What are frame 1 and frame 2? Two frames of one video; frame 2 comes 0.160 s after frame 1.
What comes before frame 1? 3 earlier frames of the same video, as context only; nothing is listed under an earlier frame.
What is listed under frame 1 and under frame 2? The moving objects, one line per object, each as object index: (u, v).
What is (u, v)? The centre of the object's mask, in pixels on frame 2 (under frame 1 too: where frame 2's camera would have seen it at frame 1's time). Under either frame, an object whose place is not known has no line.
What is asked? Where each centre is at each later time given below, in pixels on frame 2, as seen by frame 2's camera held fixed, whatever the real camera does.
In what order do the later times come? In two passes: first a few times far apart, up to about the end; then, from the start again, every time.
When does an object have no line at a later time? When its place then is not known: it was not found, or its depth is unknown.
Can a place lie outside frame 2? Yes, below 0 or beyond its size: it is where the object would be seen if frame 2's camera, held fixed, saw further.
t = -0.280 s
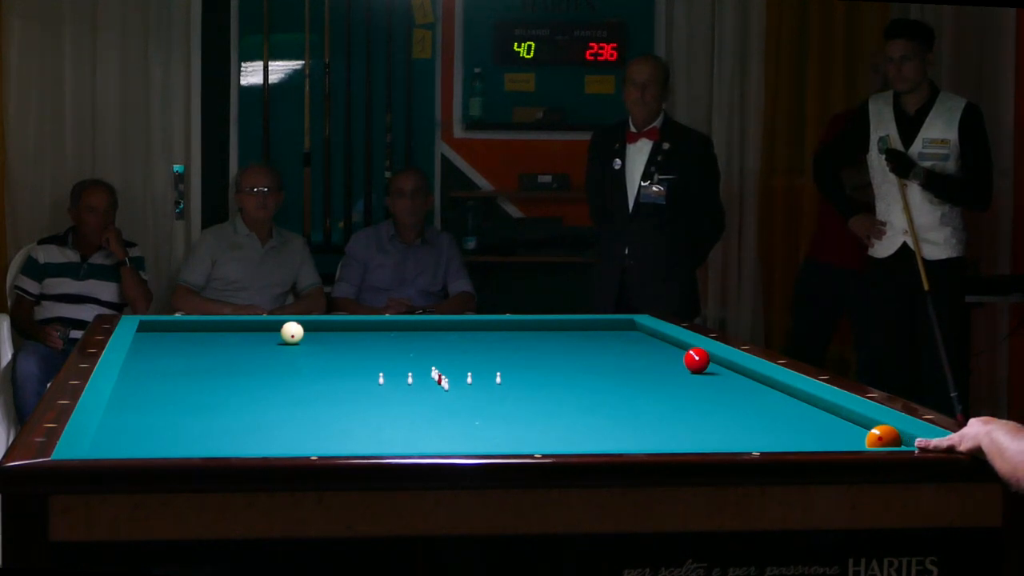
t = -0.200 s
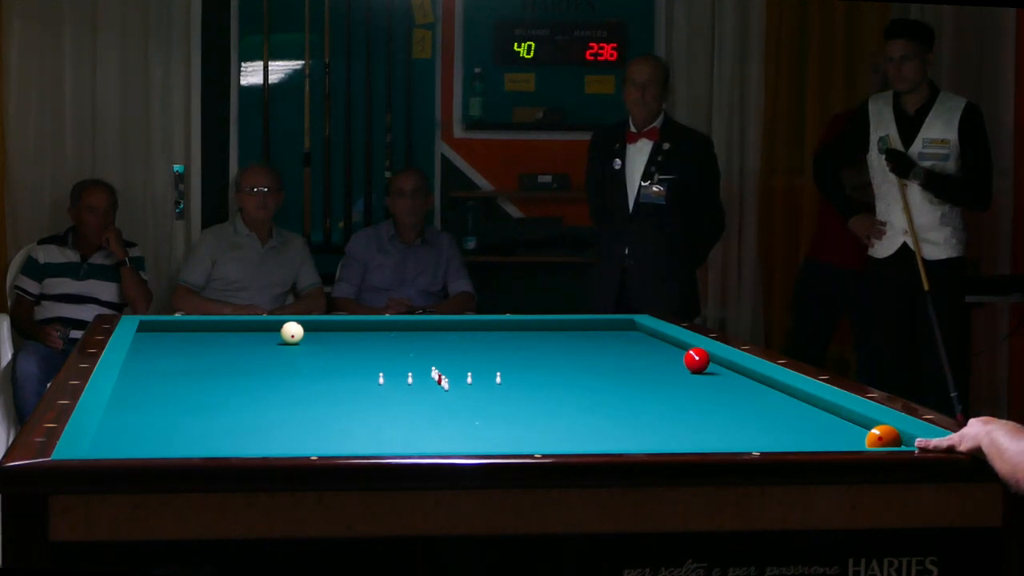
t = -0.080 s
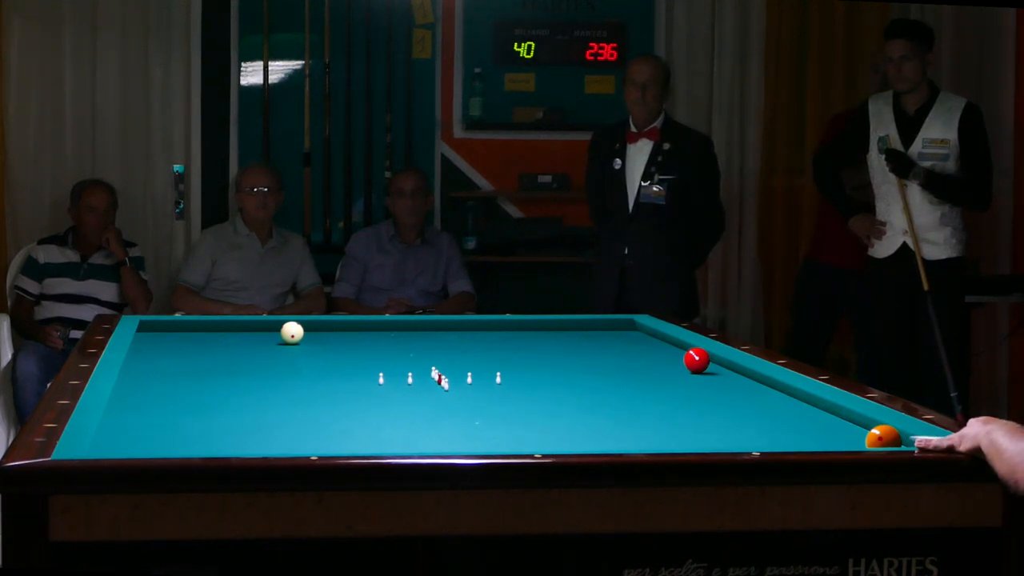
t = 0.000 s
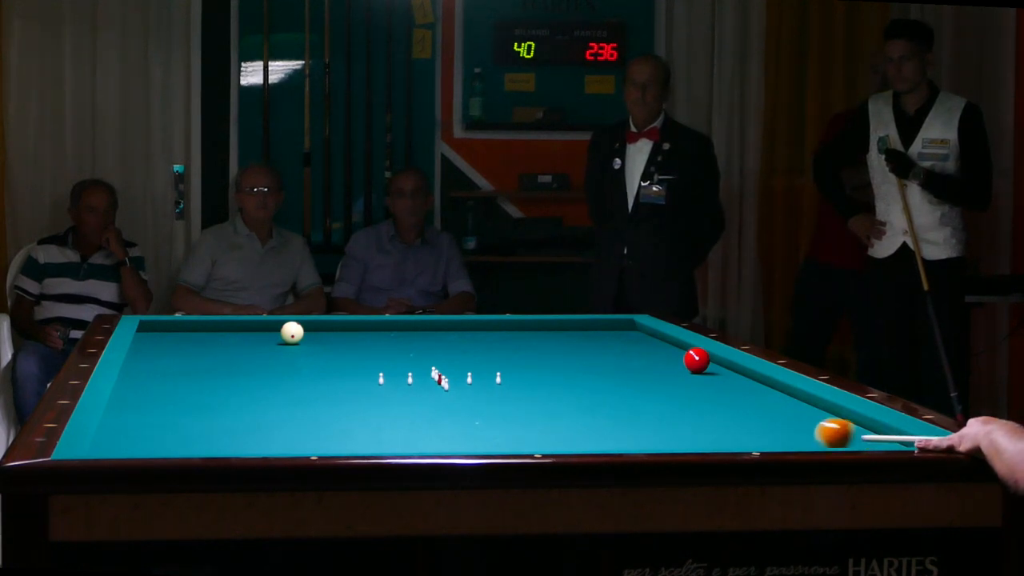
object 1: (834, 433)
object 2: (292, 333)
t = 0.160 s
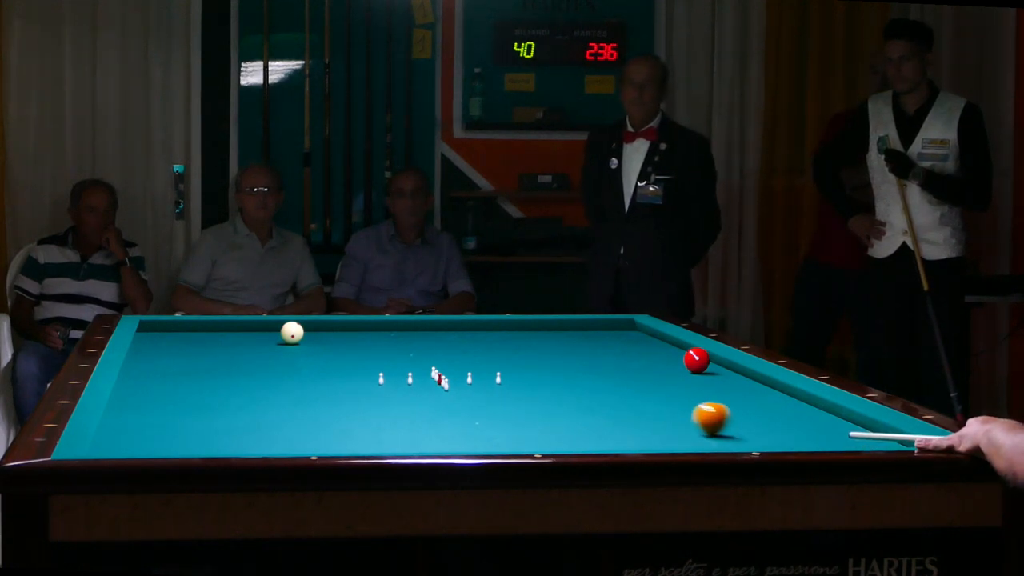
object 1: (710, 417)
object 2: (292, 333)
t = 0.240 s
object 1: (655, 410)
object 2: (292, 333)
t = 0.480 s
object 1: (507, 390)
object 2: (292, 333)
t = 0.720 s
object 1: (378, 373)
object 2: (292, 333)
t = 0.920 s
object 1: (285, 360)
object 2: (292, 333)
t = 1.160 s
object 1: (185, 347)
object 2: (292, 333)
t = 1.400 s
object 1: (180, 336)
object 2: (292, 333)
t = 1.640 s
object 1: (225, 327)
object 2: (292, 333)
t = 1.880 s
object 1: (256, 323)
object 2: (292, 333)
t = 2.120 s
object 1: (272, 328)
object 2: (292, 333)
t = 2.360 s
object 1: (282, 330)
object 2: (299, 334)
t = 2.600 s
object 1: (286, 332)
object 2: (312, 337)
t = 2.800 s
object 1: (287, 333)
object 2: (323, 339)
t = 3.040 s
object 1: (288, 334)
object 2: (337, 342)
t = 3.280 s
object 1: (289, 334)
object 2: (350, 344)
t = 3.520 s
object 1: (289, 335)
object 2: (364, 346)
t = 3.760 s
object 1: (290, 336)
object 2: (377, 349)
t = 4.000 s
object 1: (291, 336)
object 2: (390, 352)
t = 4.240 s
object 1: (292, 337)
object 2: (403, 354)
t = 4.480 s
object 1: (292, 337)
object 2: (416, 357)
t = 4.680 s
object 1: (291, 337)
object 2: (426, 358)
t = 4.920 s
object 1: (290, 337)
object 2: (439, 360)
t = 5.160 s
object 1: (289, 337)
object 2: (451, 363)
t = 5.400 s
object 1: (289, 337)
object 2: (462, 365)
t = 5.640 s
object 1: (289, 337)
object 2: (475, 367)
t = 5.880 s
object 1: (289, 338)
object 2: (485, 370)
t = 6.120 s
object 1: (289, 337)
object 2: (497, 372)
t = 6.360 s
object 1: (289, 337)
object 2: (508, 374)
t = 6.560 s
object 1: (289, 337)
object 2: (517, 375)
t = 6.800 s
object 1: (289, 337)
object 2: (527, 377)
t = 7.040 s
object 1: (289, 337)
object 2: (537, 379)
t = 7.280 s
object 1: (289, 337)
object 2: (547, 381)
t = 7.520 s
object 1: (289, 337)
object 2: (556, 382)
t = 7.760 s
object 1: (289, 337)
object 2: (564, 384)
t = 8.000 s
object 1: (289, 337)
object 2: (572, 385)
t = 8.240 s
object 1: (289, 337)
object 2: (578, 386)
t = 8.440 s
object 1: (289, 337)
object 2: (584, 387)
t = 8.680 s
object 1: (289, 337)
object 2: (589, 388)
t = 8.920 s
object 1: (289, 337)
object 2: (594, 390)
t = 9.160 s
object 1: (289, 337)
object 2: (598, 390)
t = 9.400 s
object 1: (289, 337)
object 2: (602, 391)
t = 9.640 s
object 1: (289, 337)
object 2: (605, 392)
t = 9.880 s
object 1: (289, 337)
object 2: (607, 392)
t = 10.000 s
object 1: (289, 337)
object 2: (607, 392)
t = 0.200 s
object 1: (682, 413)
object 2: (292, 333)
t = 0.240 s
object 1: (655, 410)
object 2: (292, 333)
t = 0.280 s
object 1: (629, 406)
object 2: (292, 333)
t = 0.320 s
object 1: (603, 403)
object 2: (292, 333)
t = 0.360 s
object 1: (578, 399)
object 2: (292, 333)
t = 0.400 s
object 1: (553, 396)
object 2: (292, 333)
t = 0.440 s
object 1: (530, 393)
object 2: (292, 333)
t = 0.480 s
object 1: (507, 390)
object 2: (292, 333)
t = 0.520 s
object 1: (484, 387)
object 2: (292, 333)
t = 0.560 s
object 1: (462, 384)
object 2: (292, 333)
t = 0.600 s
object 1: (440, 381)
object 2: (292, 333)
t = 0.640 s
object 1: (418, 378)
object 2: (292, 333)
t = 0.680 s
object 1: (399, 375)
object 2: (292, 333)
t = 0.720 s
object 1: (378, 373)
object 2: (292, 333)
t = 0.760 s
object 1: (359, 370)
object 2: (292, 333)
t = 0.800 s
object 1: (339, 367)
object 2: (292, 333)
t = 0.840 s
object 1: (321, 365)
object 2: (292, 333)
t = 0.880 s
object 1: (303, 362)
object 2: (292, 333)
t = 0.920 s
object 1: (285, 360)
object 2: (292, 333)
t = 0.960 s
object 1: (267, 358)
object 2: (292, 333)
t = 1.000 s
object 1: (250, 356)
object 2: (292, 333)
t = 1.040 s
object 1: (233, 353)
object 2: (292, 333)
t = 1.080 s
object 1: (217, 351)
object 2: (292, 333)
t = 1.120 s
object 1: (201, 349)
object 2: (292, 333)
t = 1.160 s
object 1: (185, 347)
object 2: (292, 333)
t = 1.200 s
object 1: (170, 345)
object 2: (292, 333)
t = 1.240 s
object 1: (155, 343)
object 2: (292, 333)
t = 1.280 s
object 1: (145, 341)
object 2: (292, 333)
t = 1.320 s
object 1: (158, 339)
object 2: (292, 333)
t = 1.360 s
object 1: (170, 338)
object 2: (292, 333)
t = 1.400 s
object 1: (180, 336)
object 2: (292, 333)
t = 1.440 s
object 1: (190, 335)
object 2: (292, 333)
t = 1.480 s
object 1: (198, 333)
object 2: (292, 333)
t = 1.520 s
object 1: (205, 332)
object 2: (292, 333)
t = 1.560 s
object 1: (212, 330)
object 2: (292, 333)
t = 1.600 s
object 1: (218, 329)
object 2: (292, 333)
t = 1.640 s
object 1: (225, 327)
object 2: (292, 333)
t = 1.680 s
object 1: (231, 326)
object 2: (292, 333)
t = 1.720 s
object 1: (237, 325)
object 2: (292, 333)
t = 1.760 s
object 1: (243, 324)
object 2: (292, 333)
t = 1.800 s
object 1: (249, 322)
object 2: (292, 333)
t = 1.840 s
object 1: (253, 322)
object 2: (292, 333)
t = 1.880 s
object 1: (256, 323)
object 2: (292, 333)
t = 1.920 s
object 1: (259, 324)
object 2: (292, 333)
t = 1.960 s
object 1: (261, 325)
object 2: (292, 333)
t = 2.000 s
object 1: (264, 326)
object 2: (292, 333)
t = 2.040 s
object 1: (267, 326)
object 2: (292, 333)
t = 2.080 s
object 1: (270, 327)
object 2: (292, 333)
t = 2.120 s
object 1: (272, 328)
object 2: (292, 333)
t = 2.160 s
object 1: (274, 328)
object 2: (292, 333)
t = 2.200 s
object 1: (276, 328)
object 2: (292, 333)
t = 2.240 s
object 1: (277, 329)
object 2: (292, 333)
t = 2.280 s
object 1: (279, 329)
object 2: (293, 333)
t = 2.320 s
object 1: (280, 330)
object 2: (296, 334)
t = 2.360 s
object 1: (282, 330)
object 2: (299, 334)
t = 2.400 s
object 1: (283, 331)
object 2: (301, 334)
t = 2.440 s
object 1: (284, 331)
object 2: (304, 335)
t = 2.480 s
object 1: (284, 331)
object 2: (306, 335)
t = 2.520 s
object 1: (285, 332)
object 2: (308, 336)
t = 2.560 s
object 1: (285, 332)
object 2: (310, 336)
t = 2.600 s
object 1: (286, 332)
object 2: (312, 337)
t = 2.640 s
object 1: (286, 332)
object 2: (314, 337)
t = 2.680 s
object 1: (286, 332)
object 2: (317, 338)
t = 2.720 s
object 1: (286, 332)
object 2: (319, 338)
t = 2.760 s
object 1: (287, 332)
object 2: (321, 338)
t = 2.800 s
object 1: (287, 333)
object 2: (323, 339)
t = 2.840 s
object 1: (287, 333)
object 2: (326, 339)
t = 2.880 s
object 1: (287, 333)
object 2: (328, 340)
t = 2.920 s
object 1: (288, 333)
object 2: (330, 340)
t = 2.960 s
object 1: (288, 333)
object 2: (332, 341)
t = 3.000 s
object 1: (288, 334)
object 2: (335, 341)
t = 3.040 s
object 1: (288, 334)
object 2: (337, 342)
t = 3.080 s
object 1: (288, 334)
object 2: (339, 342)
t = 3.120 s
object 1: (288, 334)
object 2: (341, 342)
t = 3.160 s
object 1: (289, 334)
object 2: (344, 343)
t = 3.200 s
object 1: (289, 334)
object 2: (346, 343)
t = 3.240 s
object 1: (289, 334)
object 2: (348, 344)
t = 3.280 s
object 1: (289, 334)
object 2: (350, 344)
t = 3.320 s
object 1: (289, 335)
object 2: (352, 345)
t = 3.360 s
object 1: (289, 334)
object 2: (355, 345)
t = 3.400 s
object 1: (289, 335)
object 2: (357, 346)
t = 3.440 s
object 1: (289, 335)
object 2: (359, 346)
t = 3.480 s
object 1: (289, 335)
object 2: (361, 346)
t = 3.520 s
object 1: (289, 335)
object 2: (364, 346)
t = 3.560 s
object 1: (289, 335)
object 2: (366, 347)
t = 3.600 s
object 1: (290, 336)
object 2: (368, 348)
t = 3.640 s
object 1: (290, 336)
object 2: (370, 348)
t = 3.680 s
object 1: (290, 336)
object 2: (372, 349)
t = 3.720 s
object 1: (290, 336)
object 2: (375, 349)
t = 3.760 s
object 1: (290, 336)
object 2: (377, 349)
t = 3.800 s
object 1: (291, 336)
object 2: (379, 350)
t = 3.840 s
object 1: (291, 336)
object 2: (381, 350)
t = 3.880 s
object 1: (291, 336)
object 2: (383, 350)
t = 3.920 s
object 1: (291, 336)
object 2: (385, 351)
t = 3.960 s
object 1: (291, 336)
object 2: (388, 352)
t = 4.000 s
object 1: (291, 336)
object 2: (390, 352)
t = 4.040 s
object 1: (291, 336)
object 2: (392, 352)
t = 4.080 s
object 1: (291, 336)
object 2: (394, 353)
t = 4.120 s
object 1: (291, 337)
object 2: (396, 353)
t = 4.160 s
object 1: (292, 337)
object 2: (399, 353)
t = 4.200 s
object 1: (292, 337)
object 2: (401, 354)
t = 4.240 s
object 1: (292, 337)
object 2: (403, 354)
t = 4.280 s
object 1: (292, 337)
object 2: (405, 355)
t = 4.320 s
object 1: (292, 337)
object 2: (407, 355)
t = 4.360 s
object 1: (292, 337)
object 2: (409, 356)
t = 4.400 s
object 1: (292, 337)
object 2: (411, 356)
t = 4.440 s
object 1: (292, 337)
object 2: (413, 356)
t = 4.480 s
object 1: (292, 337)
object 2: (416, 357)
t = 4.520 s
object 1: (292, 337)
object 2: (418, 357)
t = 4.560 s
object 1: (292, 337)
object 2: (420, 357)
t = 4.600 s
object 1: (291, 337)
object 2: (422, 358)
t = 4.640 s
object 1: (291, 337)
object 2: (424, 358)
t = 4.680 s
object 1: (291, 337)
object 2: (426, 358)
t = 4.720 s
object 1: (291, 337)
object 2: (428, 358)
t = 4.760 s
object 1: (291, 337)
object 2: (430, 358)
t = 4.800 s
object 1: (291, 337)
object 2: (432, 359)
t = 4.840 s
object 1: (290, 337)
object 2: (434, 359)
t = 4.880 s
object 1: (290, 337)
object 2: (436, 360)
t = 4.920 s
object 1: (290, 337)
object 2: (439, 360)
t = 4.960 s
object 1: (290, 337)
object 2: (441, 360)
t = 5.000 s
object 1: (290, 337)
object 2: (443, 361)
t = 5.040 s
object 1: (290, 338)
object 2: (445, 362)
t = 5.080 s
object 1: (290, 337)
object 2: (447, 362)
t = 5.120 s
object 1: (290, 337)
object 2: (449, 363)
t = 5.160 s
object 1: (289, 337)
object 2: (451, 363)
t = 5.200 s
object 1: (289, 337)
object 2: (453, 364)
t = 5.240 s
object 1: (289, 338)
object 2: (454, 365)
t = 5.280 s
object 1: (290, 337)
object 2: (457, 365)
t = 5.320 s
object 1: (289, 337)
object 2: (458, 365)
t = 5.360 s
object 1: (289, 337)
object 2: (460, 365)
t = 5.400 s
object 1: (289, 337)
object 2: (462, 365)
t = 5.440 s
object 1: (289, 337)
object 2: (464, 366)
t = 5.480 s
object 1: (289, 337)
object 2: (466, 366)
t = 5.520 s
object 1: (289, 338)
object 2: (468, 366)
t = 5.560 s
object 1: (289, 337)
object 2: (470, 367)
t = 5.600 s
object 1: (289, 337)
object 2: (473, 367)
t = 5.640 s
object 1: (289, 337)
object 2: (475, 367)
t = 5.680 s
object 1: (289, 337)
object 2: (477, 368)
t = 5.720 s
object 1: (289, 337)
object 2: (478, 368)
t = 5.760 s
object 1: (289, 337)
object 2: (480, 369)
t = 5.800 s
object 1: (289, 337)
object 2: (482, 369)
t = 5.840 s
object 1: (289, 337)
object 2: (484, 369)
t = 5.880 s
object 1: (289, 338)
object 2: (485, 370)
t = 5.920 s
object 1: (289, 337)
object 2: (488, 370)
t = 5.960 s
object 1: (289, 337)
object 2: (489, 371)
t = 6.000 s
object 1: (289, 337)
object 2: (491, 371)
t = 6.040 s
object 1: (289, 337)
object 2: (493, 372)
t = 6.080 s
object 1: (289, 337)
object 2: (495, 372)
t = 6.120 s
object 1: (289, 337)
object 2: (497, 372)
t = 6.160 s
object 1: (289, 338)
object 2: (499, 373)
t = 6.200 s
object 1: (289, 337)
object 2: (501, 373)
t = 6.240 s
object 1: (289, 337)
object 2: (503, 373)
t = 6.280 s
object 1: (289, 337)
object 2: (504, 373)
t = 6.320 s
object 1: (289, 337)
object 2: (506, 374)
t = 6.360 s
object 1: (289, 337)
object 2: (508, 374)
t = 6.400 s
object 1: (289, 337)
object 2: (510, 374)
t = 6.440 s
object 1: (289, 337)
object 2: (512, 375)
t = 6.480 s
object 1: (289, 337)
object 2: (514, 375)
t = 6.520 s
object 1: (289, 337)
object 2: (515, 375)
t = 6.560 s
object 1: (289, 337)
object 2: (517, 375)
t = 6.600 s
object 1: (289, 337)
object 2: (519, 376)
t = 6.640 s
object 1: (289, 337)
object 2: (520, 376)
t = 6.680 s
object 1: (289, 337)
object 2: (522, 377)
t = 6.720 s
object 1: (289, 337)
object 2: (524, 377)
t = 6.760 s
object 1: (289, 337)
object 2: (526, 377)
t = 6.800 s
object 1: (289, 337)
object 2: (527, 377)
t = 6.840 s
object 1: (289, 337)
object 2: (529, 378)
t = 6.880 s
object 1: (289, 337)
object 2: (531, 378)
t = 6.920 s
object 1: (289, 337)
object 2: (532, 378)
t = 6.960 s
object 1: (289, 337)
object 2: (534, 378)
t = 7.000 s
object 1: (289, 337)
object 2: (536, 379)
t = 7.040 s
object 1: (289, 337)
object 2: (537, 379)
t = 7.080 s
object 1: (289, 337)
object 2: (539, 379)
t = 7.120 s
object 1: (289, 337)
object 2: (540, 380)
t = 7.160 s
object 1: (289, 337)
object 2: (542, 380)
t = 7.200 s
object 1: (289, 337)
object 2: (543, 380)
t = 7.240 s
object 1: (289, 337)
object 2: (545, 380)
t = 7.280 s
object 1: (289, 337)
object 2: (547, 381)
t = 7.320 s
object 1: (289, 337)
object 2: (548, 381)
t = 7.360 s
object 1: (289, 337)
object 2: (550, 381)
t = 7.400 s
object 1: (289, 337)
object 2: (551, 381)
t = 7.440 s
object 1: (289, 337)
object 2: (553, 382)
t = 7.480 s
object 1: (289, 337)
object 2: (554, 382)
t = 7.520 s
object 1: (289, 337)
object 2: (556, 382)
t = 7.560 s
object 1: (289, 337)
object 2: (557, 383)
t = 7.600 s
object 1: (289, 337)
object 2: (558, 383)
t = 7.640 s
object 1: (289, 337)
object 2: (560, 383)
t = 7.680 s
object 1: (289, 337)
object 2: (561, 383)
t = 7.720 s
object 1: (289, 337)
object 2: (563, 383)
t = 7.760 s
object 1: (289, 337)
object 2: (564, 384)
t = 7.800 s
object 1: (289, 337)
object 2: (565, 384)
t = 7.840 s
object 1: (289, 337)
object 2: (567, 384)
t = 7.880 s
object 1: (289, 337)
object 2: (568, 384)
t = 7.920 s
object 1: (289, 337)
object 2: (569, 384)
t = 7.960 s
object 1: (289, 337)
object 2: (570, 385)
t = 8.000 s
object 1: (289, 337)
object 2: (572, 385)
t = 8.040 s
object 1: (289, 337)
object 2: (573, 385)
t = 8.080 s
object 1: (289, 337)
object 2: (574, 386)
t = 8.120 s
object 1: (289, 337)
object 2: (575, 386)
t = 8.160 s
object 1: (289, 337)
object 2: (576, 386)
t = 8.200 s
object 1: (289, 337)
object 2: (577, 386)
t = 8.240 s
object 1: (289, 337)
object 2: (578, 386)
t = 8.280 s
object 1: (289, 337)
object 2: (580, 386)
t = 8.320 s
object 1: (289, 337)
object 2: (581, 387)
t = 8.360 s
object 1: (289, 337)
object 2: (582, 387)
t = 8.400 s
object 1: (289, 337)
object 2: (583, 387)
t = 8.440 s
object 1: (289, 337)
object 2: (584, 387)
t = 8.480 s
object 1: (289, 337)
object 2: (585, 388)
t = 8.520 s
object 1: (289, 337)
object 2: (585, 388)
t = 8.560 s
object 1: (289, 337)
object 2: (586, 388)
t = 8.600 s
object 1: (289, 337)
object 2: (587, 388)
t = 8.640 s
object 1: (289, 337)
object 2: (588, 388)
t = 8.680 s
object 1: (289, 337)
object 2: (589, 388)
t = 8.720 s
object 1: (289, 337)
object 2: (590, 389)
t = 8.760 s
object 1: (289, 337)
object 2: (591, 389)
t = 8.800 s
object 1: (289, 337)
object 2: (592, 389)
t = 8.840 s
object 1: (289, 337)
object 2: (593, 389)
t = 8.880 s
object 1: (289, 337)
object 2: (593, 389)
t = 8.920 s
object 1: (289, 337)
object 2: (594, 390)
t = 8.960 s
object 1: (289, 338)
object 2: (595, 390)
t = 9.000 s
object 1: (289, 337)
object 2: (595, 390)
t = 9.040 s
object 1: (289, 337)
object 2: (596, 390)
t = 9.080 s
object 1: (289, 337)
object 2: (597, 390)
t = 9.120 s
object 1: (289, 337)
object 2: (598, 390)
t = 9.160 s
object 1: (289, 337)
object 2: (598, 390)
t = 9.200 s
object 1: (289, 337)
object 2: (599, 390)
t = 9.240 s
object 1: (289, 337)
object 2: (600, 390)
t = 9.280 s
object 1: (289, 337)
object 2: (600, 391)
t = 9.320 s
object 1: (289, 337)
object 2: (601, 391)
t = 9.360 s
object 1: (289, 337)
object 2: (601, 391)
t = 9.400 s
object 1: (289, 337)
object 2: (602, 391)
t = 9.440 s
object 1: (289, 337)
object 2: (602, 391)
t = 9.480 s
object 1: (289, 337)
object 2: (603, 391)
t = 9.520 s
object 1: (289, 337)
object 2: (603, 391)
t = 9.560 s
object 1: (289, 337)
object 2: (604, 391)
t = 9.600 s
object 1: (289, 337)
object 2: (604, 392)
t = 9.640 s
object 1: (289, 337)
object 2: (605, 392)
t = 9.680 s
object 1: (289, 337)
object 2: (605, 392)
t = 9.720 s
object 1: (289, 337)
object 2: (605, 392)
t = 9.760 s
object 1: (289, 337)
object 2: (606, 392)
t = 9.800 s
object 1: (289, 337)
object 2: (606, 392)
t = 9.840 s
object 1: (289, 337)
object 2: (607, 392)
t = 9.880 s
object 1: (289, 337)
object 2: (607, 392)
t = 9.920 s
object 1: (289, 337)
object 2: (607, 392)
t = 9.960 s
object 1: (289, 337)
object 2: (607, 392)
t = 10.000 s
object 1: (289, 337)
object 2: (607, 392)
